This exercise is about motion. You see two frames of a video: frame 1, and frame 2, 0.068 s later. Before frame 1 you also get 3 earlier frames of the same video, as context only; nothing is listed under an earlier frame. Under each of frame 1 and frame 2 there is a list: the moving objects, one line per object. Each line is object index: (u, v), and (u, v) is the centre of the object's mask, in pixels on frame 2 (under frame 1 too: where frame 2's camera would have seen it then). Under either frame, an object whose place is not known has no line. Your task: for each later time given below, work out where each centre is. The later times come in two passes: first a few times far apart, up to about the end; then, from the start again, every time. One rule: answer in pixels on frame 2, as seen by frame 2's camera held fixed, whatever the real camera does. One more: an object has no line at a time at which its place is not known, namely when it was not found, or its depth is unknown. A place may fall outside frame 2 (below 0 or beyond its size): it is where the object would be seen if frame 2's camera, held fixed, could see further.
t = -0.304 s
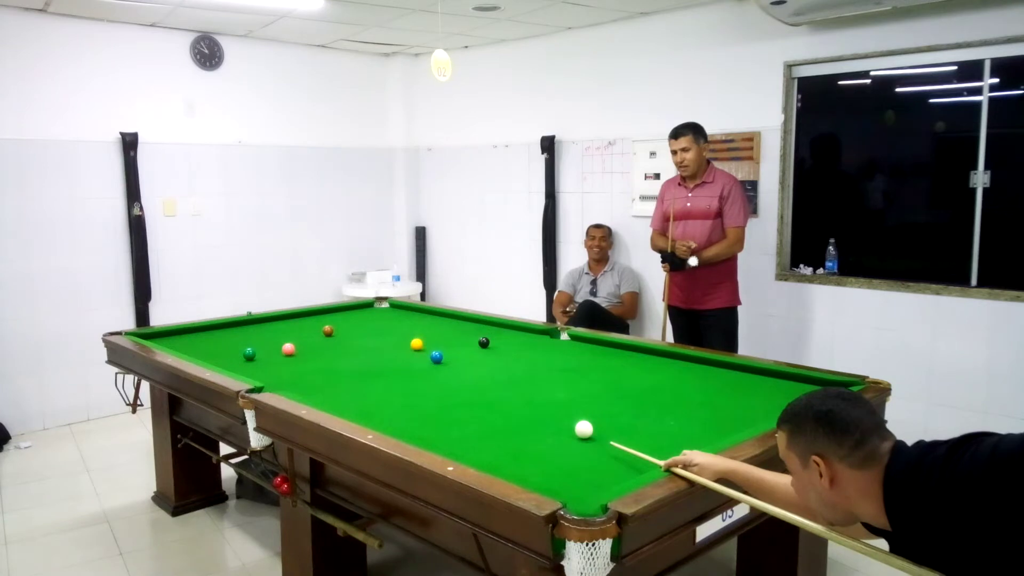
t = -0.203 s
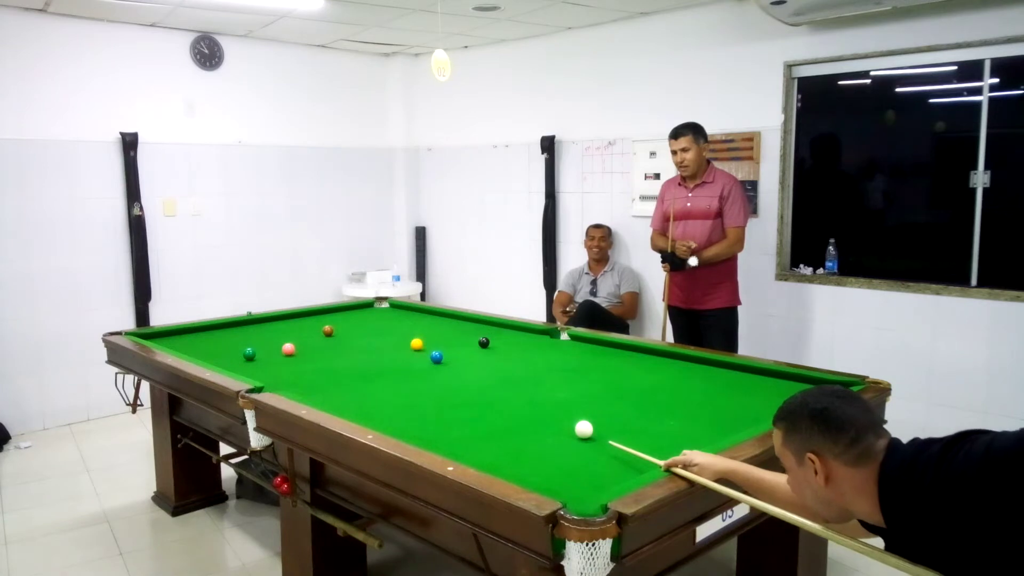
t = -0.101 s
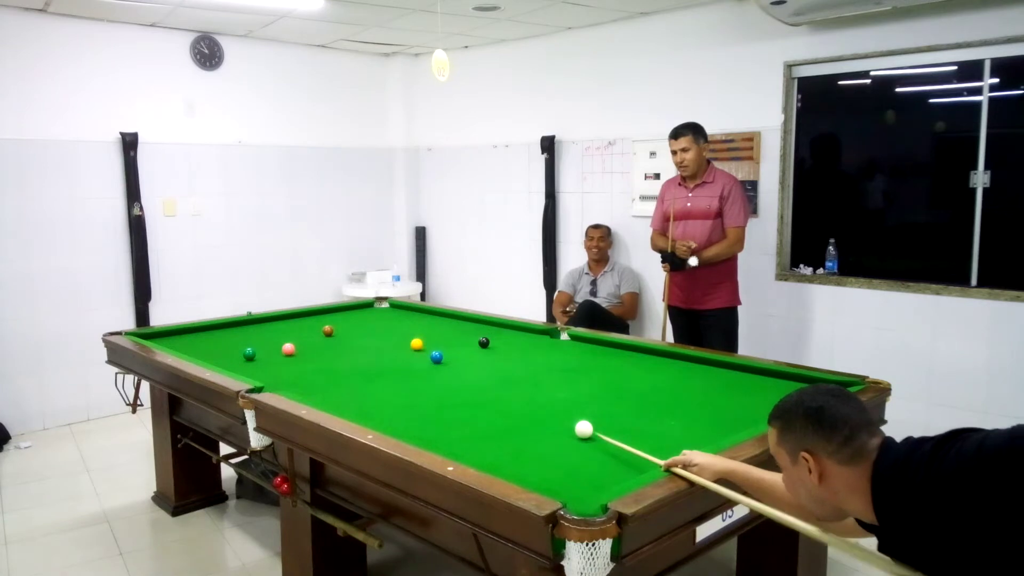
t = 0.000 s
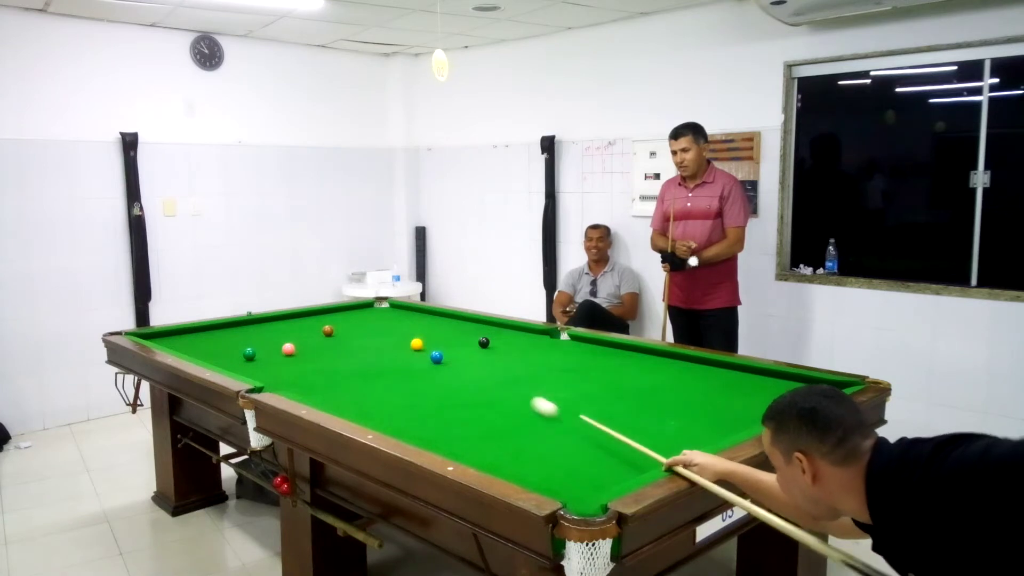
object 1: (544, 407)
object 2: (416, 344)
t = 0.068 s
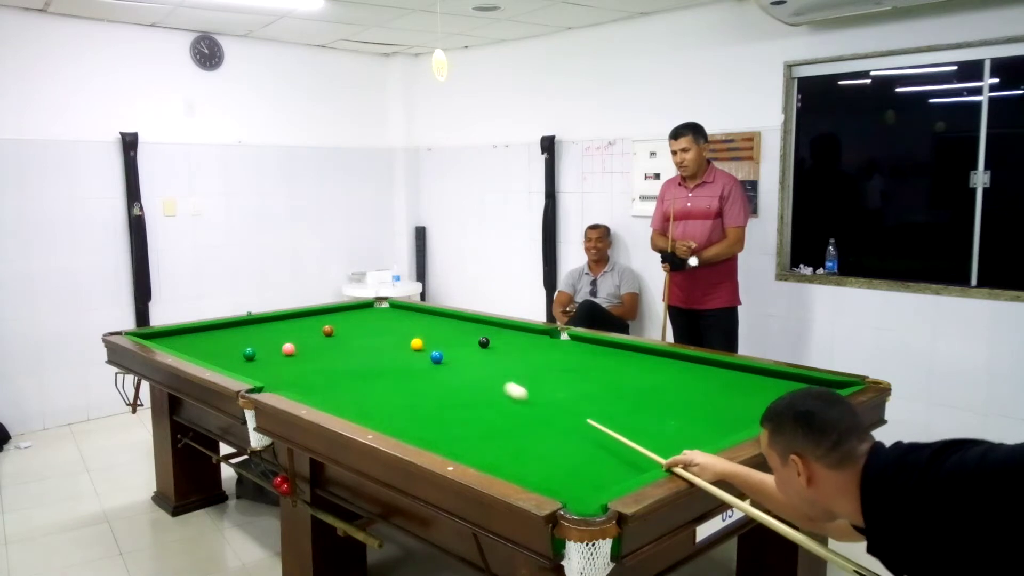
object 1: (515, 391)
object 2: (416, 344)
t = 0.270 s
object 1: (453, 357)
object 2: (416, 344)
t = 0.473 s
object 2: (392, 344)
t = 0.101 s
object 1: (503, 385)
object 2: (416, 344)
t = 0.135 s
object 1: (491, 378)
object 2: (416, 344)
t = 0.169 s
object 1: (481, 373)
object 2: (416, 344)
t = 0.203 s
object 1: (471, 367)
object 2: (416, 344)
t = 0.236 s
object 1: (461, 362)
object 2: (416, 344)
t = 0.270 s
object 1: (453, 357)
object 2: (416, 344)
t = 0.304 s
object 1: (445, 352)
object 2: (416, 344)
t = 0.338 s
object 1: (436, 347)
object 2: (416, 344)
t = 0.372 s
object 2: (416, 344)
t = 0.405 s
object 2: (409, 344)
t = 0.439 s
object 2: (400, 344)
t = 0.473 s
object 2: (392, 344)
